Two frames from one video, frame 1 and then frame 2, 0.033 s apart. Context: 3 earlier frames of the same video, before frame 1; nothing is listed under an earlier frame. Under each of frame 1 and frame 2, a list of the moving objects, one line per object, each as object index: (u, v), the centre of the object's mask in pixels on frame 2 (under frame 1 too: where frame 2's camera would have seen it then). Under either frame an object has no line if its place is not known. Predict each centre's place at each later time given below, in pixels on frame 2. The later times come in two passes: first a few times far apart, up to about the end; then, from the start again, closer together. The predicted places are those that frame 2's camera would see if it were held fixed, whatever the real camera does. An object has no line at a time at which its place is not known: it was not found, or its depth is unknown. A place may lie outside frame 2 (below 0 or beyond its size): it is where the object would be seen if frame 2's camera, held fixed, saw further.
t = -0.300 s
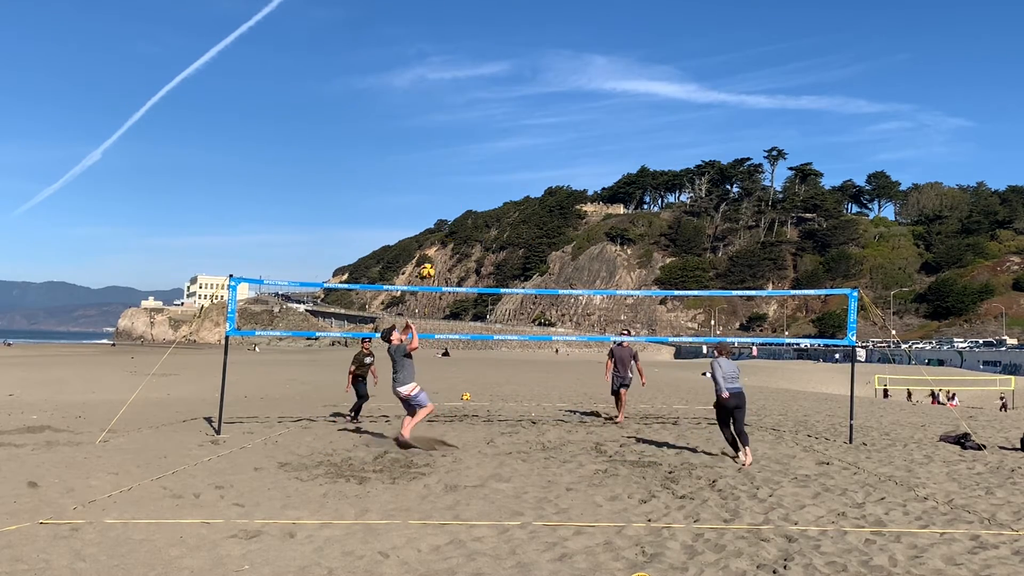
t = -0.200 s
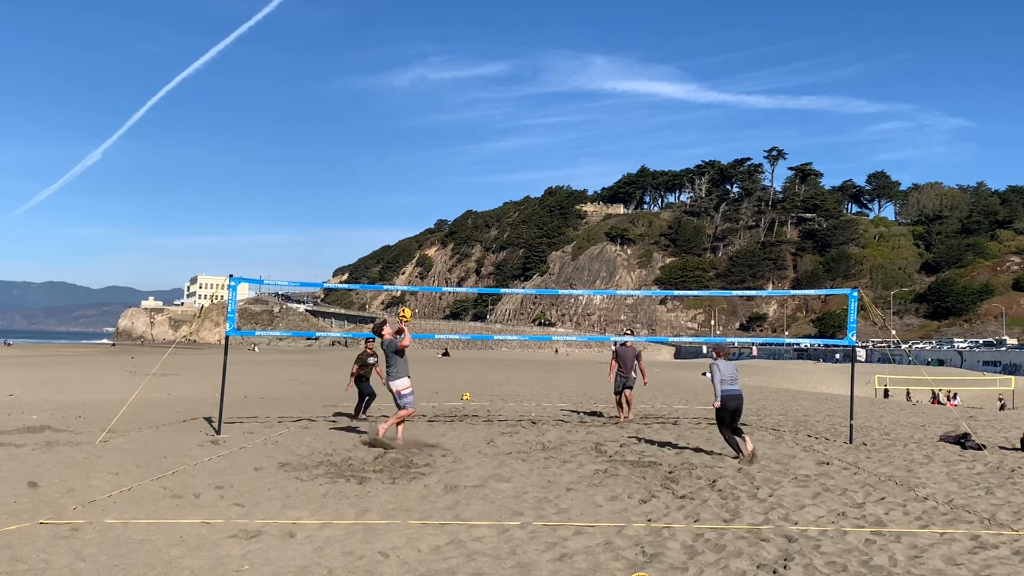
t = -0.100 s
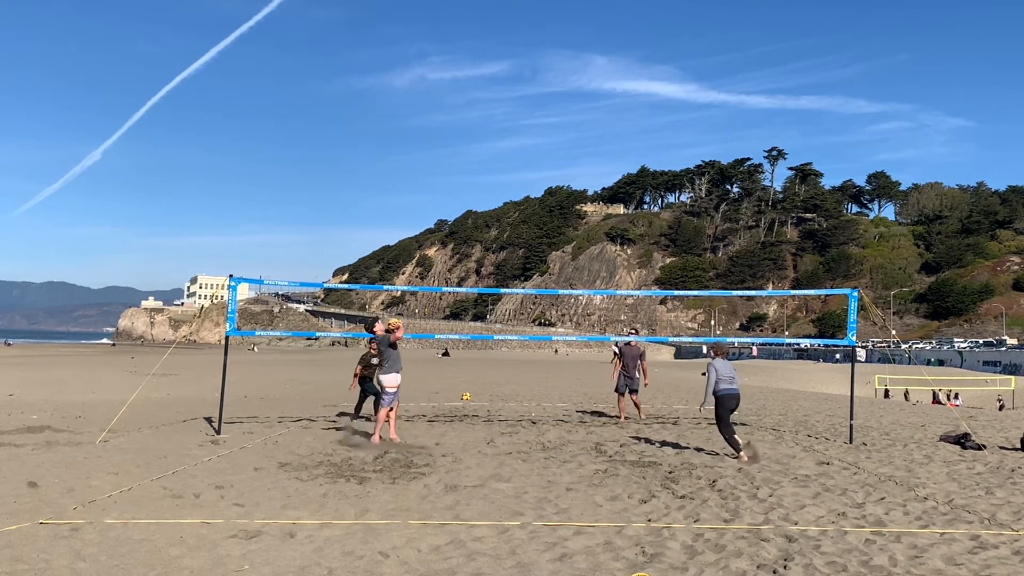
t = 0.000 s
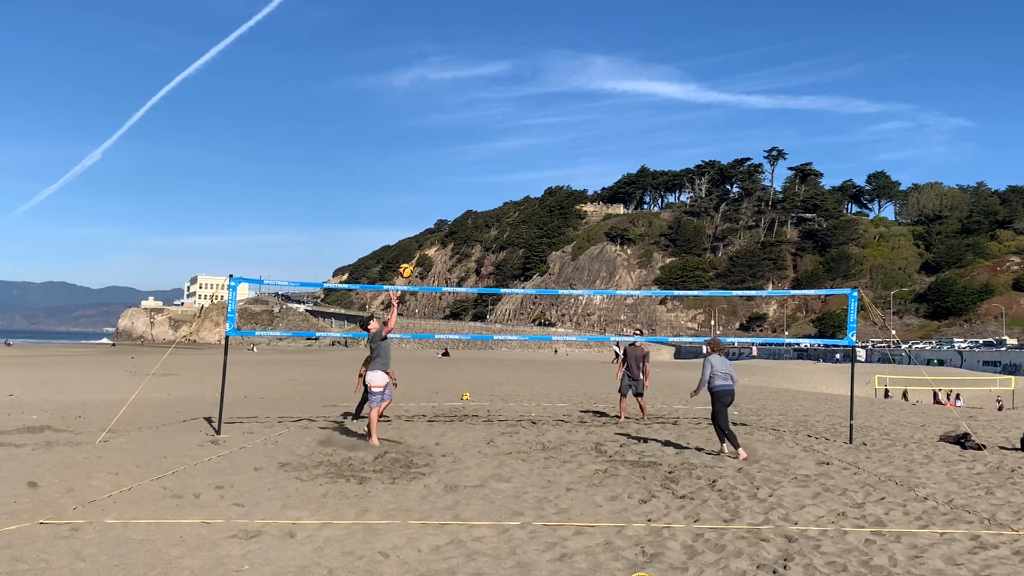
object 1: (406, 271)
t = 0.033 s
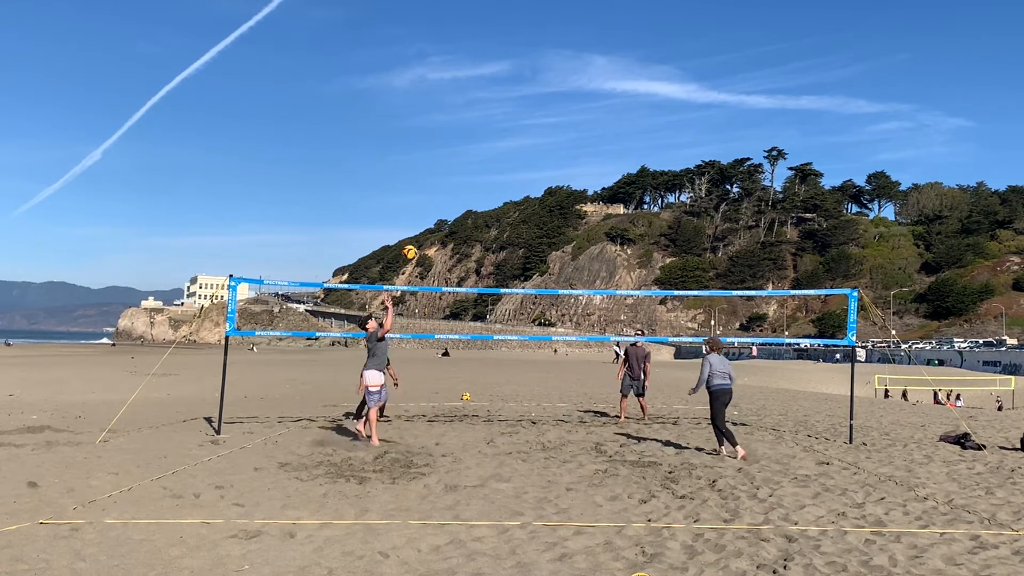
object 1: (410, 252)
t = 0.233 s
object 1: (433, 162)
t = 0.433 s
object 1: (453, 101)
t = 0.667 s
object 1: (472, 66)
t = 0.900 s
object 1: (489, 68)
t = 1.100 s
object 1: (501, 99)
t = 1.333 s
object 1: (512, 166)
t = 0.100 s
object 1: (418, 219)
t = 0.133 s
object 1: (422, 203)
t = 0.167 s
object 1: (426, 189)
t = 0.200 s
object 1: (430, 175)
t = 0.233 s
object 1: (433, 162)
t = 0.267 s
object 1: (437, 150)
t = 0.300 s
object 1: (440, 138)
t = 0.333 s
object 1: (443, 128)
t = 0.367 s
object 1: (446, 118)
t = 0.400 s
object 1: (450, 109)
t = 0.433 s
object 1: (453, 101)
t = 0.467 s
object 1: (455, 94)
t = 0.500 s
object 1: (459, 87)
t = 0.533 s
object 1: (462, 82)
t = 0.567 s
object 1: (464, 77)
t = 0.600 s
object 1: (467, 73)
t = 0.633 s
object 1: (470, 69)
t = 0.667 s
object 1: (472, 66)
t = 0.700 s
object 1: (475, 65)
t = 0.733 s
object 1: (478, 63)
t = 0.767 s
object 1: (480, 63)
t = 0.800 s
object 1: (482, 63)
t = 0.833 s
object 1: (484, 64)
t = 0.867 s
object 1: (487, 66)
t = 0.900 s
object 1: (489, 68)
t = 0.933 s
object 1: (491, 72)
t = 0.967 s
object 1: (493, 76)
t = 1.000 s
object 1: (496, 80)
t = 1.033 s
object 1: (497, 86)
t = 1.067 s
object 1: (499, 92)
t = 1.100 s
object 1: (501, 99)
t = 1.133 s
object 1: (503, 106)
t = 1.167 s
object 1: (504, 114)
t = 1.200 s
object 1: (506, 123)
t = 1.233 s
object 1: (508, 133)
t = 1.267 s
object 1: (509, 143)
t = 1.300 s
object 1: (510, 154)
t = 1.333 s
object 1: (512, 166)
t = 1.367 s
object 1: (513, 178)
